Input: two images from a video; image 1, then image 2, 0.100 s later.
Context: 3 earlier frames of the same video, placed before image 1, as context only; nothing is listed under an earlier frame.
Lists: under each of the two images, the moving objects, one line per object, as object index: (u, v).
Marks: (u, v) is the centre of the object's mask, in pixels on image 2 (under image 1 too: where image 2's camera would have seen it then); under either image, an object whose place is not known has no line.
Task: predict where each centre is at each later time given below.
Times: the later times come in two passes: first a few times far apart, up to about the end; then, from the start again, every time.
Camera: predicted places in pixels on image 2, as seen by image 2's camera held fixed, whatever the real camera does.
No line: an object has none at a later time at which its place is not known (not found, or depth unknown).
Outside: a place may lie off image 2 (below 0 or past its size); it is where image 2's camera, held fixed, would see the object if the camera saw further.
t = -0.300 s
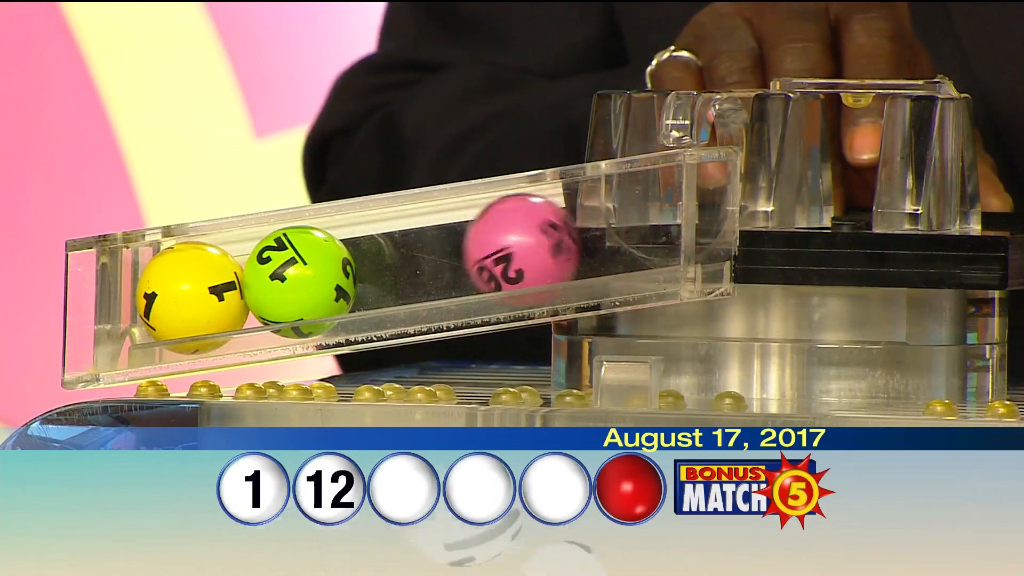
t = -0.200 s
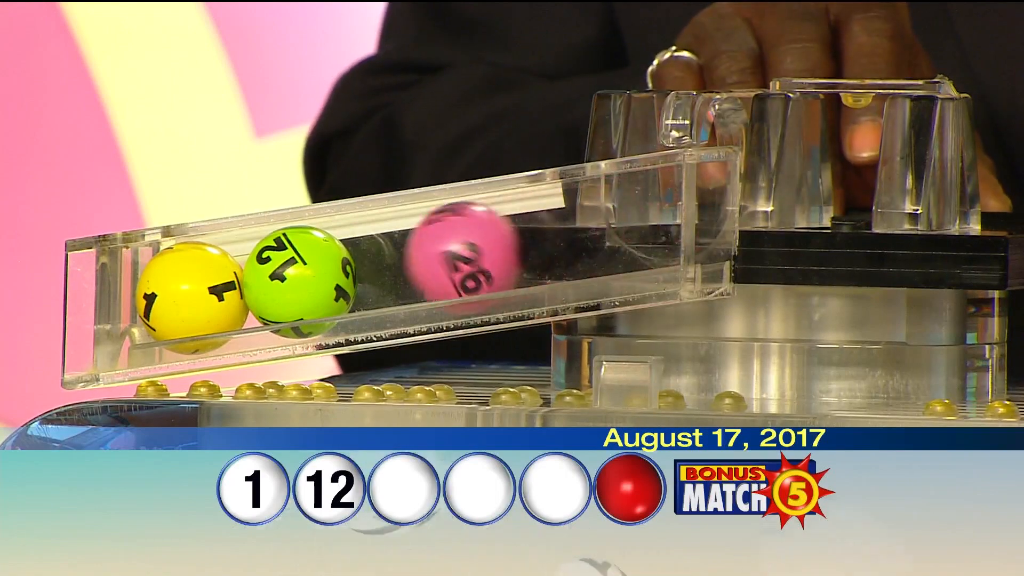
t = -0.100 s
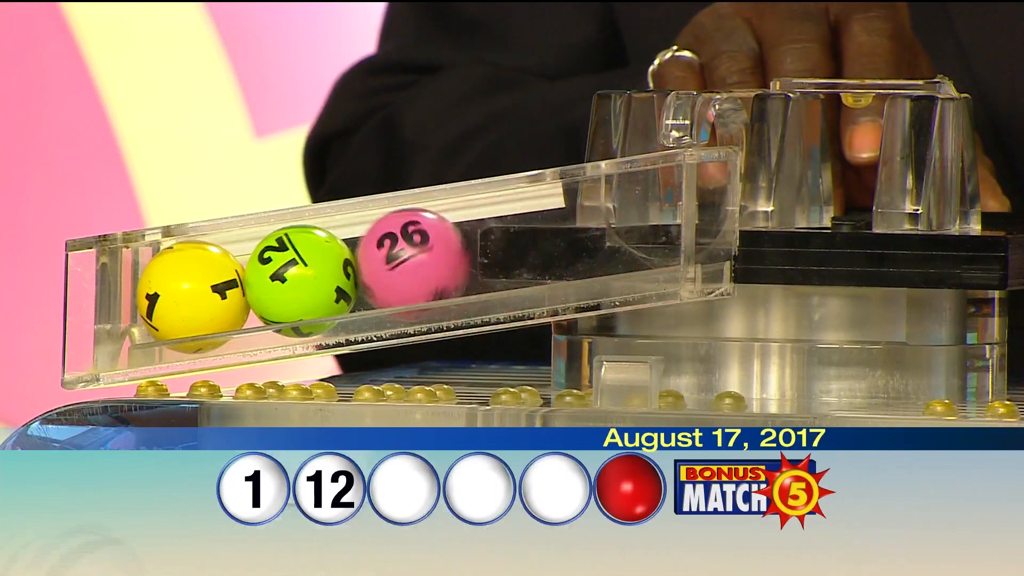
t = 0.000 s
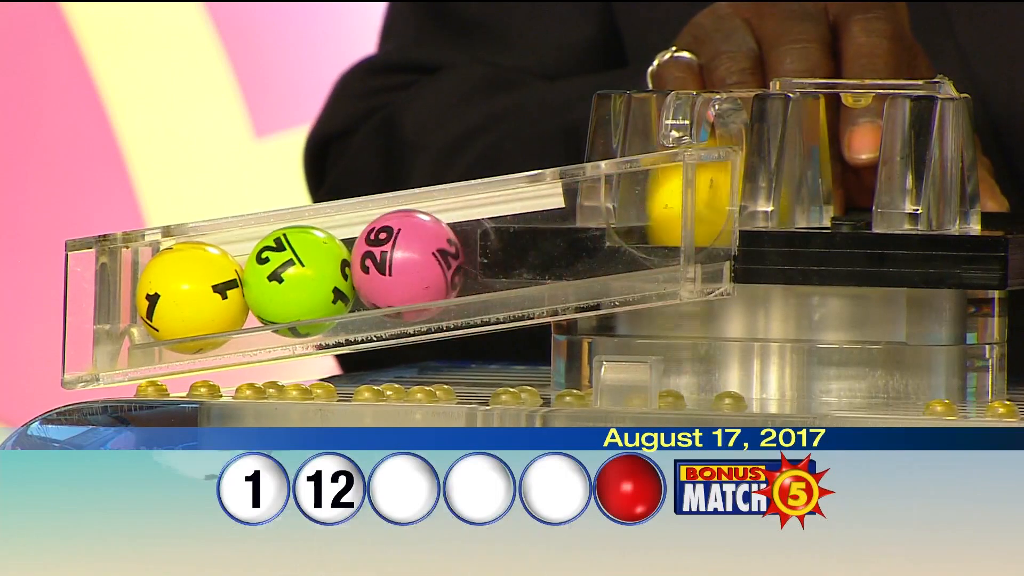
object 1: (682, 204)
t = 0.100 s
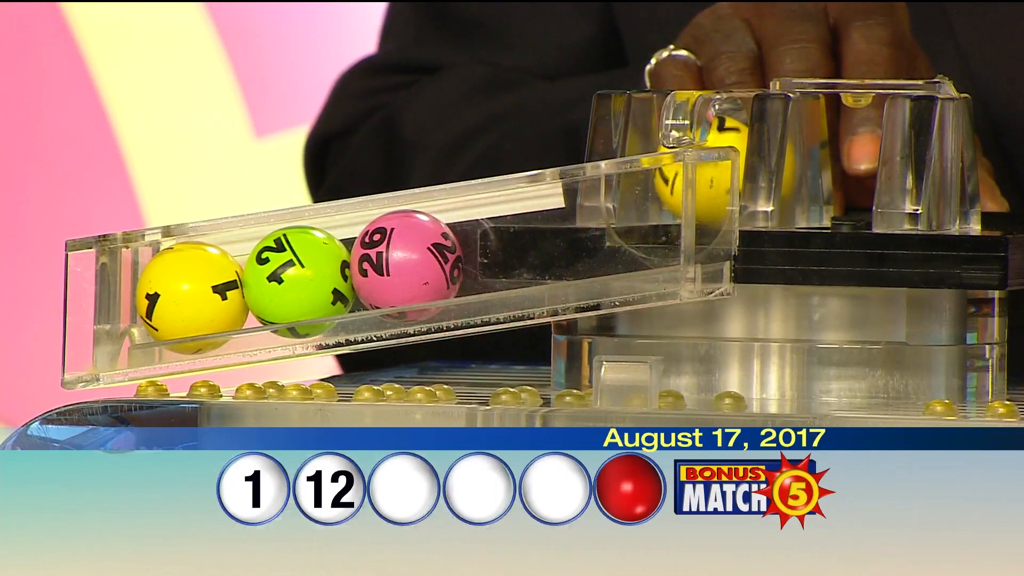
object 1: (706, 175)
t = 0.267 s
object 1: (655, 208)
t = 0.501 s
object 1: (636, 223)
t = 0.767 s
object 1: (564, 239)
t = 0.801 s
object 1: (550, 241)
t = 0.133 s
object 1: (706, 174)
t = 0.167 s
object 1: (707, 172)
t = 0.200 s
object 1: (699, 173)
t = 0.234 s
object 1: (678, 178)
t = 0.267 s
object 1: (655, 208)
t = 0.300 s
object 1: (641, 215)
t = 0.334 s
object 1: (657, 203)
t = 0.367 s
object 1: (639, 217)
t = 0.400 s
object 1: (640, 218)
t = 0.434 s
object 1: (640, 219)
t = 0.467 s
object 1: (638, 221)
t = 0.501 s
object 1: (636, 223)
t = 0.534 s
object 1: (634, 223)
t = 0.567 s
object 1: (627, 228)
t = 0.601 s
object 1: (621, 227)
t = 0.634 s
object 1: (611, 230)
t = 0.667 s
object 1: (599, 233)
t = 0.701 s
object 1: (588, 234)
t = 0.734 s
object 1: (577, 236)
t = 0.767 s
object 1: (564, 239)
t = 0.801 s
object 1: (550, 241)
